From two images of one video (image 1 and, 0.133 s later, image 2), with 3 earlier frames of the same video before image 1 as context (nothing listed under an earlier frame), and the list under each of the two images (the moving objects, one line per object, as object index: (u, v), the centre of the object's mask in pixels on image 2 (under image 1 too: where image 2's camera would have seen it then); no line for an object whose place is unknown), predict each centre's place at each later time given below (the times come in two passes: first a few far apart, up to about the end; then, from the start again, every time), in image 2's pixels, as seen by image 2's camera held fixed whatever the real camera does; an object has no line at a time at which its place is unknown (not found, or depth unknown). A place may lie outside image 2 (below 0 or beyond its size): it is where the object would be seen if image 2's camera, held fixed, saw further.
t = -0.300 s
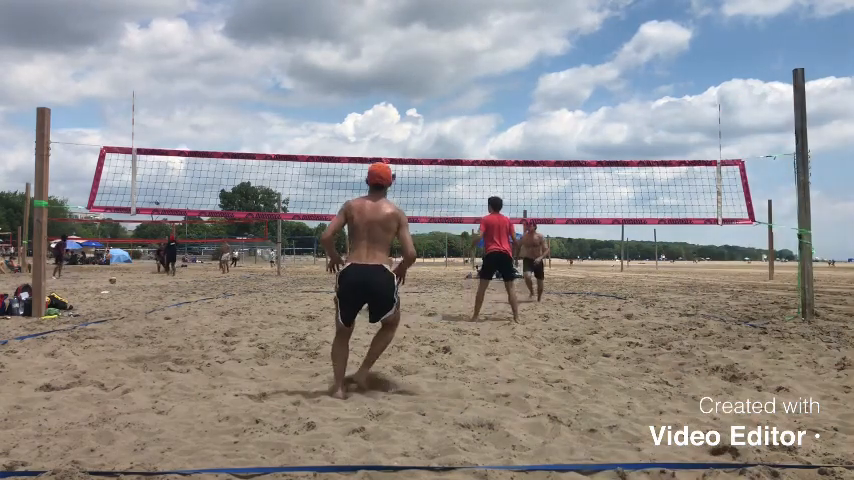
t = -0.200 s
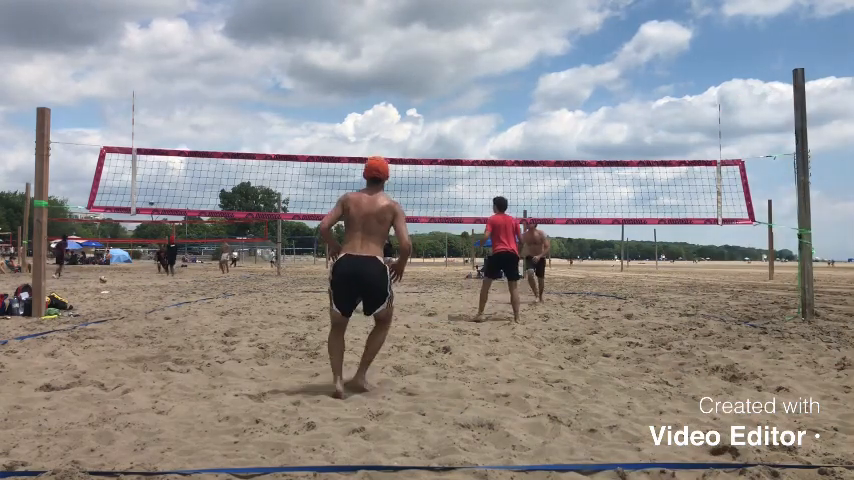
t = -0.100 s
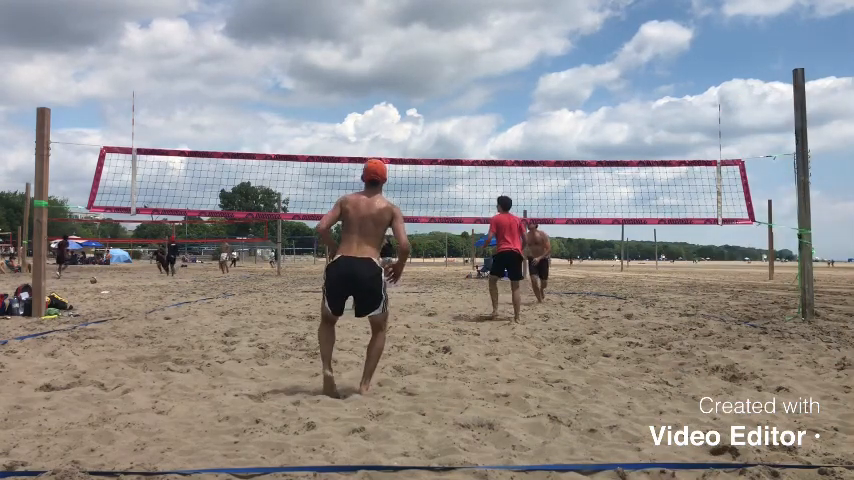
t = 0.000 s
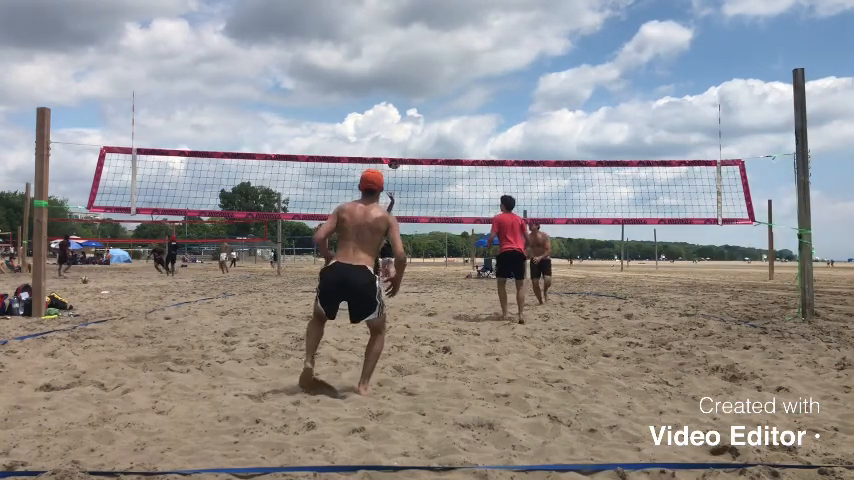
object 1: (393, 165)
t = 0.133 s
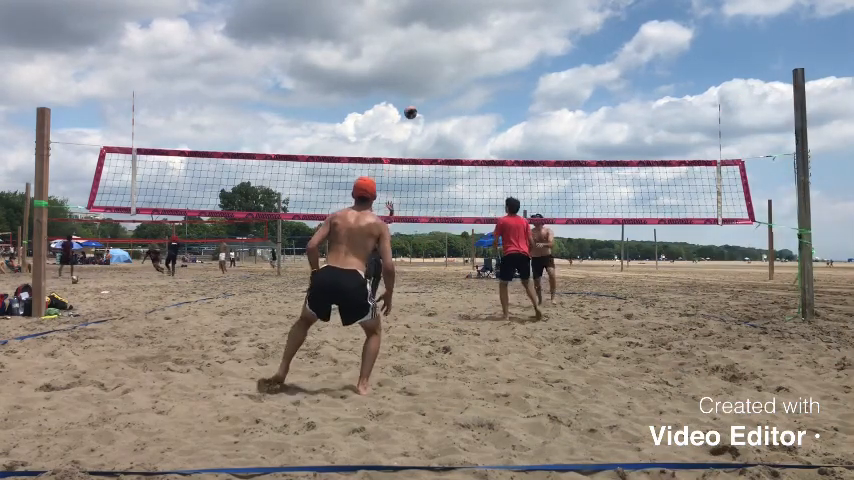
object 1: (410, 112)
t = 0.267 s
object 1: (425, 78)
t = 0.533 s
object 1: (456, 28)
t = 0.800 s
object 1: (487, 21)
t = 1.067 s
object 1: (516, 55)
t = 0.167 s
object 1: (414, 101)
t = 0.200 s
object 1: (419, 91)
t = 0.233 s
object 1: (423, 82)
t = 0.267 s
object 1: (425, 78)
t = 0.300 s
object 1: (429, 70)
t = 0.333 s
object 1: (433, 61)
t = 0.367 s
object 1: (437, 54)
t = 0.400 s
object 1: (441, 47)
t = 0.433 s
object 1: (444, 42)
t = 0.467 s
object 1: (448, 37)
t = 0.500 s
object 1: (452, 32)
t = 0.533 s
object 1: (456, 28)
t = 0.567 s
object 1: (460, 25)
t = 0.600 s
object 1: (464, 22)
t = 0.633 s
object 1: (468, 21)
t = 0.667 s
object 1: (472, 19)
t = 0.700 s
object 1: (475, 19)
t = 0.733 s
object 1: (479, 19)
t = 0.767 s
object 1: (483, 19)
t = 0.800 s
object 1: (487, 21)
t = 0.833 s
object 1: (490, 23)
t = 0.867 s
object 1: (494, 26)
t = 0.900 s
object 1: (498, 29)
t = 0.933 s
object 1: (502, 33)
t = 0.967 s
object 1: (505, 38)
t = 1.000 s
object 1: (509, 43)
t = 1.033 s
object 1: (512, 48)
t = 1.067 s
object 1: (516, 55)
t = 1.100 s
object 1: (519, 63)
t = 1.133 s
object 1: (522, 70)
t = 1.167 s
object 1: (526, 79)
